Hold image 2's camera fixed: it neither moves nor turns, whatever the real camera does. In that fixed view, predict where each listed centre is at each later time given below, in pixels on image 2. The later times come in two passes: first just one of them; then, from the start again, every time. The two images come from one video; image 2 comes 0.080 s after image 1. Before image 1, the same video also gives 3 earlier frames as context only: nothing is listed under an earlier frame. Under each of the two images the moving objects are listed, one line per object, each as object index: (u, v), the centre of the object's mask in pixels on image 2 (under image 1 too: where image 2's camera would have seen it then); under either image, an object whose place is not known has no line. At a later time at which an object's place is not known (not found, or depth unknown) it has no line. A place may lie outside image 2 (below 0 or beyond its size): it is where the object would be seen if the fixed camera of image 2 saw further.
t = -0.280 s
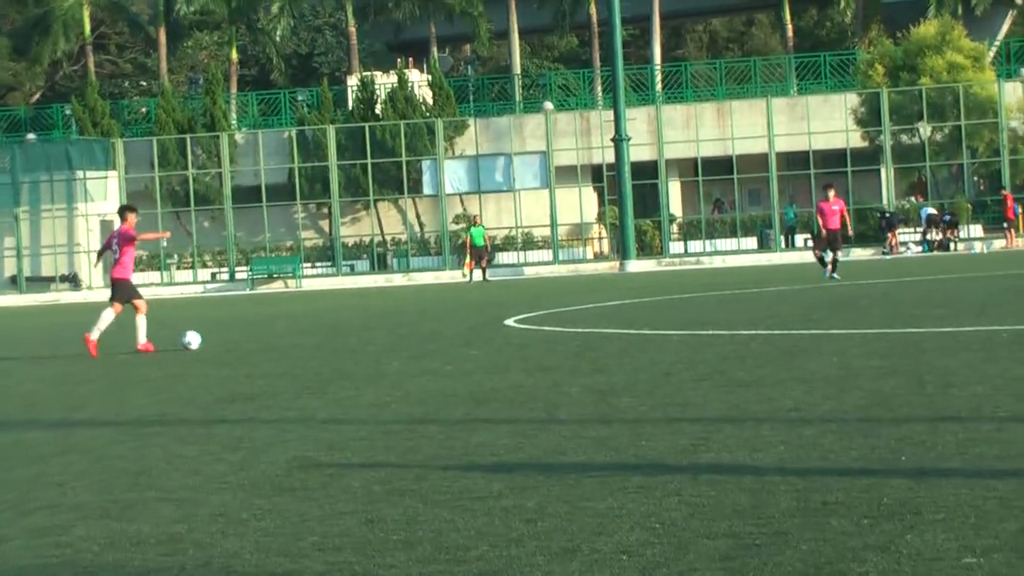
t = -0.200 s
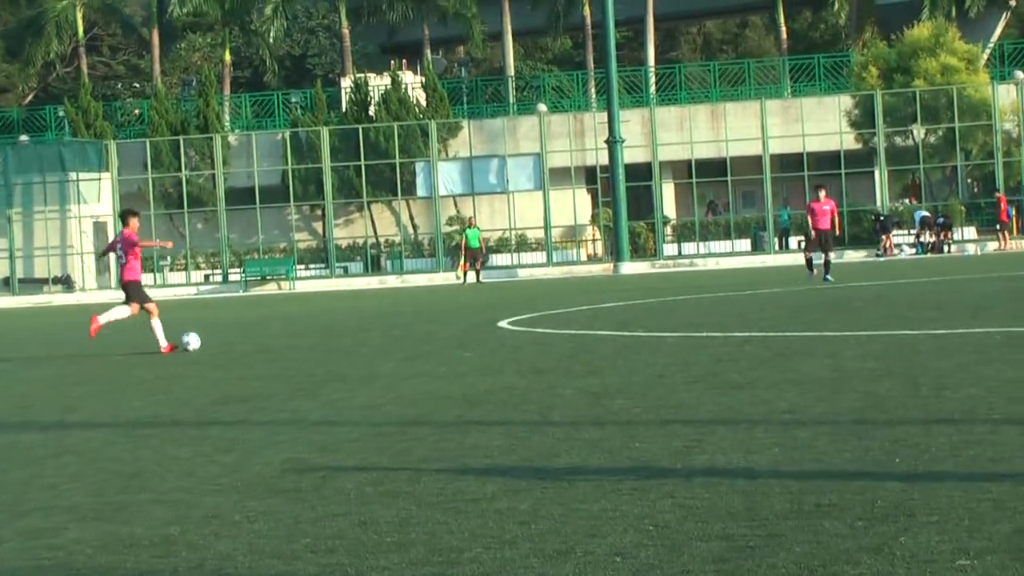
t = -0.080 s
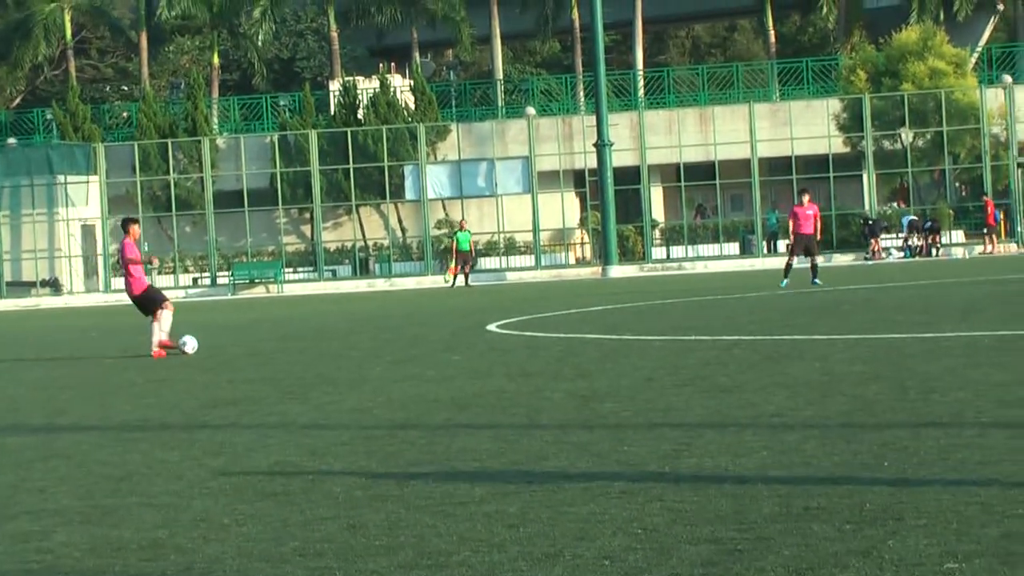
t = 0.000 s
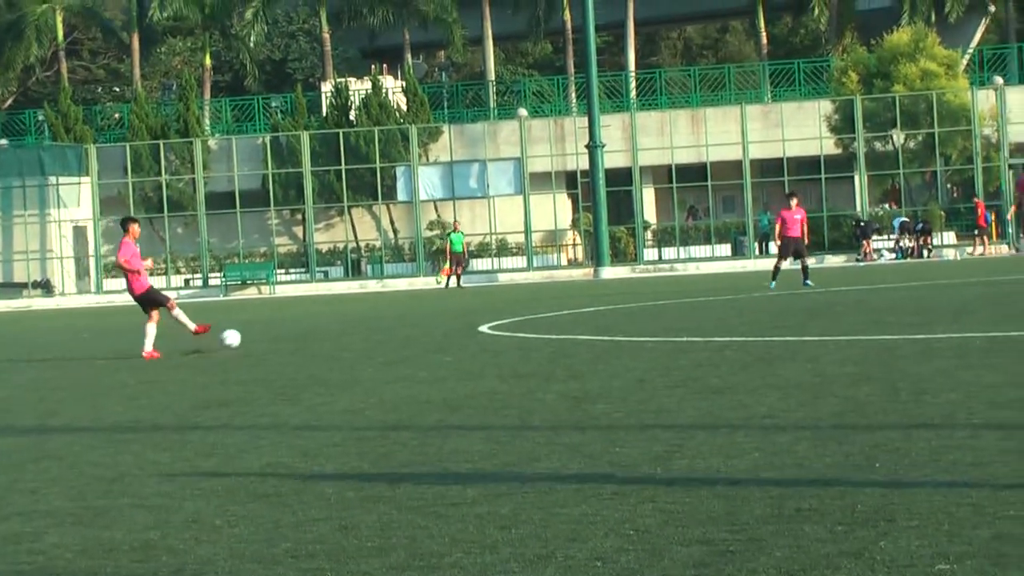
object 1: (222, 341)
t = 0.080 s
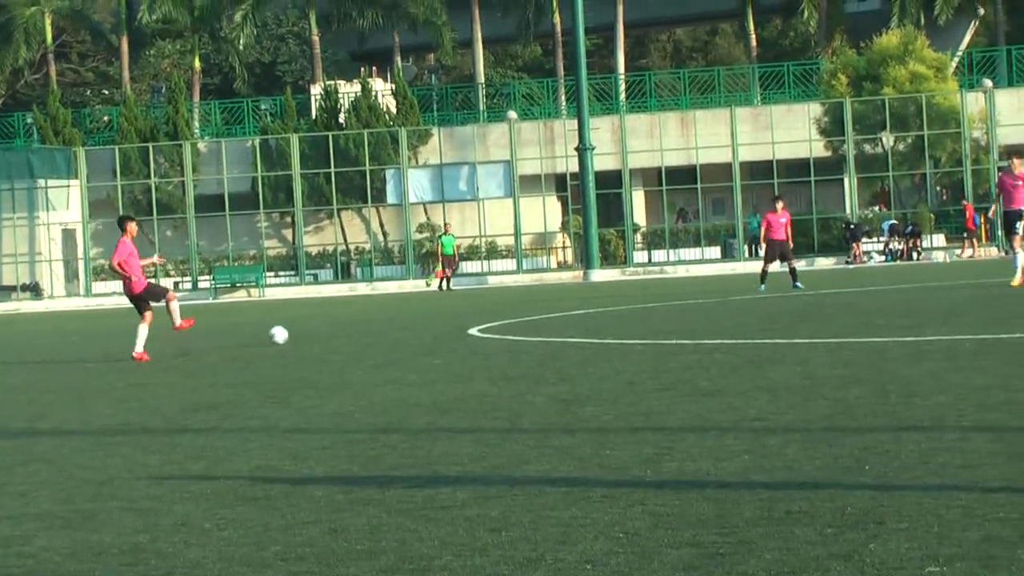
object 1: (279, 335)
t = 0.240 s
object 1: (367, 323)
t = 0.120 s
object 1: (304, 333)
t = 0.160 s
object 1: (327, 329)
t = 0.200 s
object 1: (348, 325)
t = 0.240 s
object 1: (367, 323)
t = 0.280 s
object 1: (386, 323)
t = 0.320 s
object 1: (403, 323)
